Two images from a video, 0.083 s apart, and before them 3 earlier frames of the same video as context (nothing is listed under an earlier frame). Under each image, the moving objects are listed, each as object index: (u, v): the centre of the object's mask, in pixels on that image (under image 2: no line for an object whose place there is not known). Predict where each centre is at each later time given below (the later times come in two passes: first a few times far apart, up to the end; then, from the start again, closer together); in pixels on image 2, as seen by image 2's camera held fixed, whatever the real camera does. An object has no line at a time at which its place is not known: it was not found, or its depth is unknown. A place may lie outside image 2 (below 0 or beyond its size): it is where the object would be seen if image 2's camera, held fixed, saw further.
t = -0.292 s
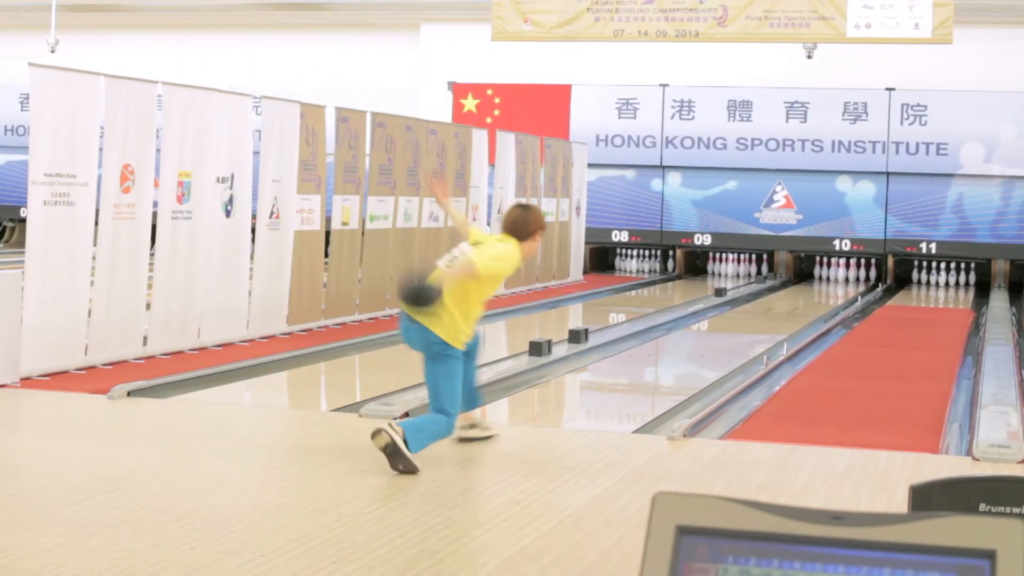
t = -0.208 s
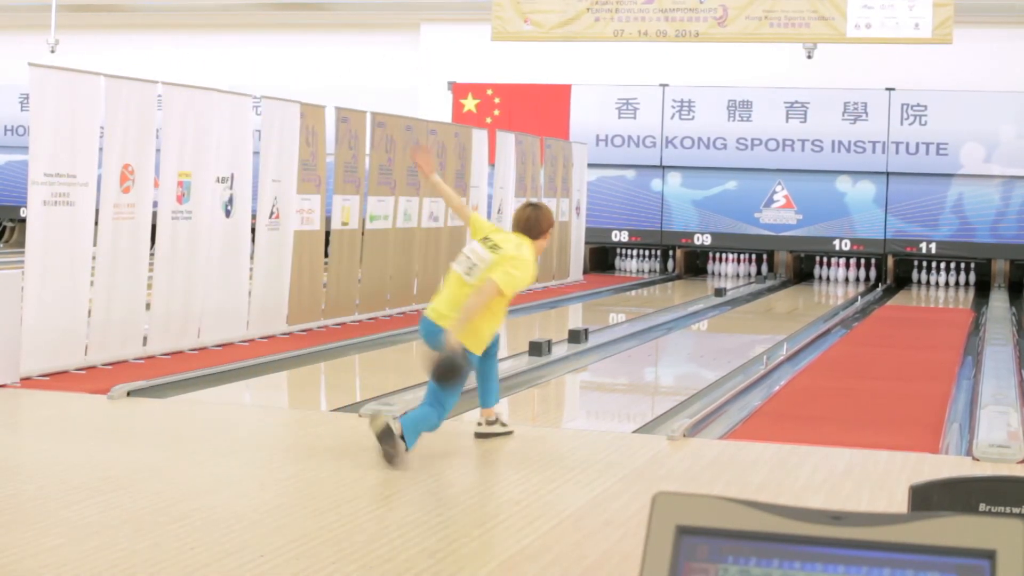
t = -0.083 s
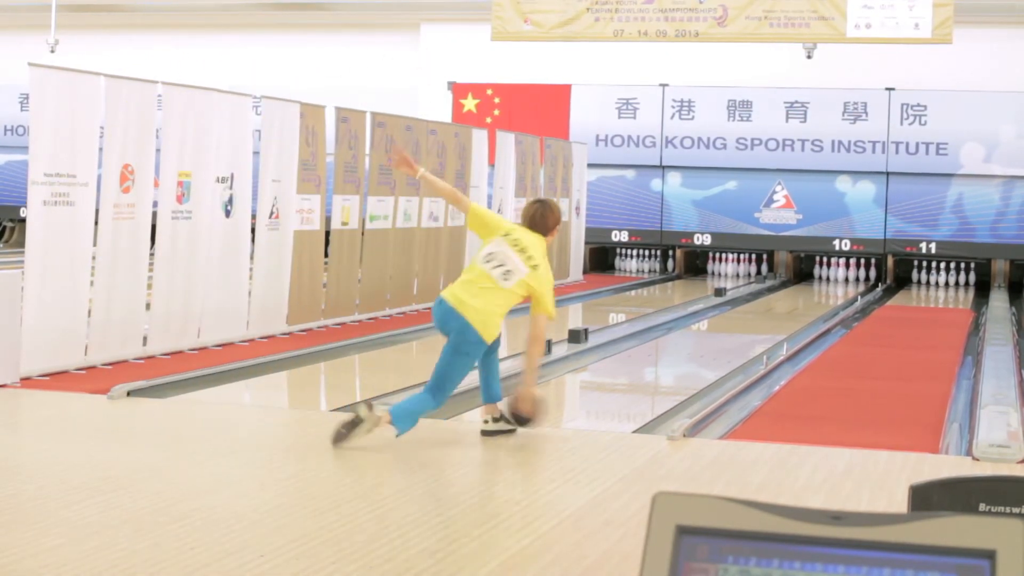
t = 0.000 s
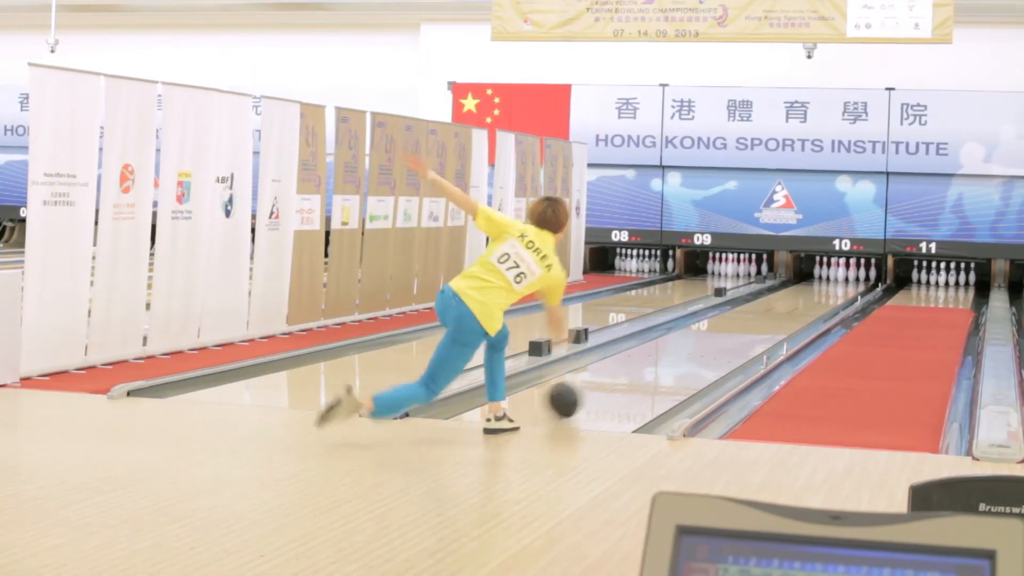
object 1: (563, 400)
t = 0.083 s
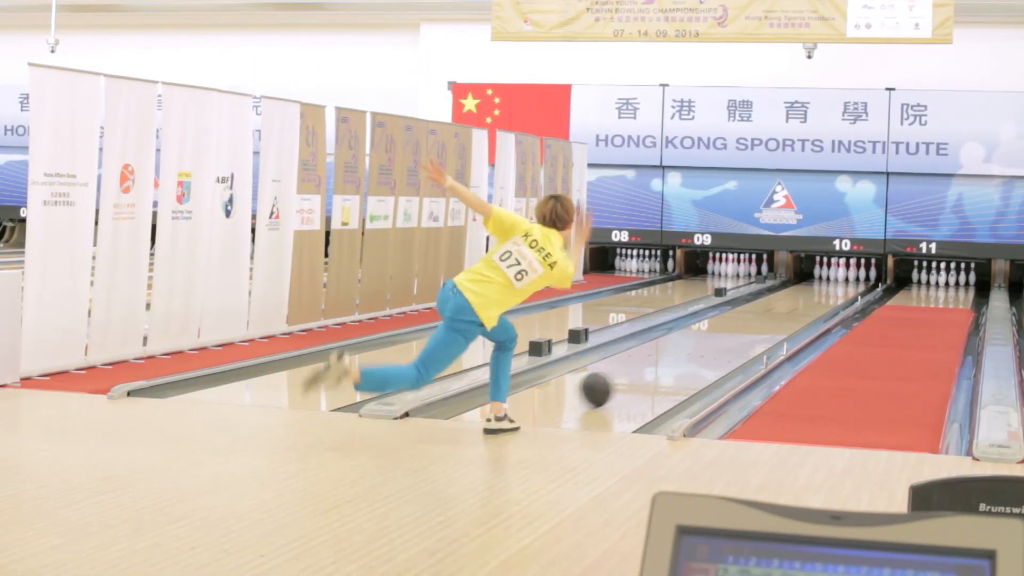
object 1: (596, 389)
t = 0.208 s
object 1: (637, 374)
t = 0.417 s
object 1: (692, 354)
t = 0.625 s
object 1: (734, 338)
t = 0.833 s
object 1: (767, 325)
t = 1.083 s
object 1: (797, 312)
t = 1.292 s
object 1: (815, 304)
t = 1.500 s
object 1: (829, 297)
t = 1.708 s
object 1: (838, 290)
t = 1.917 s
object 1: (844, 285)
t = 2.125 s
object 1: (847, 281)
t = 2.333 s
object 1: (846, 277)
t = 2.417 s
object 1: (848, 276)
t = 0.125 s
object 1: (611, 384)
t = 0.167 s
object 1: (624, 379)
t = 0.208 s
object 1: (637, 374)
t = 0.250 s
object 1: (649, 369)
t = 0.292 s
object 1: (661, 365)
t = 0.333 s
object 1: (672, 361)
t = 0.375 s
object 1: (683, 357)
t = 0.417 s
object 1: (692, 354)
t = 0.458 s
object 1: (701, 350)
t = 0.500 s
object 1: (710, 347)
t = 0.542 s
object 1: (719, 344)
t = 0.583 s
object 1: (726, 341)
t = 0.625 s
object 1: (734, 338)
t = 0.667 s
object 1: (741, 335)
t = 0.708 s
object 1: (748, 332)
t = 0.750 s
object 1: (754, 330)
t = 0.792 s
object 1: (761, 327)
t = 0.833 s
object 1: (767, 325)
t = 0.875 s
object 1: (772, 323)
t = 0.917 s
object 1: (778, 320)
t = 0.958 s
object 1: (783, 318)
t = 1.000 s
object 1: (788, 316)
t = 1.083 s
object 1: (797, 312)
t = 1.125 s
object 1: (801, 311)
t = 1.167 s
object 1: (805, 309)
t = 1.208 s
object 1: (809, 307)
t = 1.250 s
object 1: (812, 306)
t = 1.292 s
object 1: (815, 304)
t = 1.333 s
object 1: (819, 302)
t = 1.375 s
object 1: (821, 301)
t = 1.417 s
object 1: (824, 299)
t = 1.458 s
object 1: (827, 298)
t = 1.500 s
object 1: (829, 297)
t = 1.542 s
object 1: (831, 295)
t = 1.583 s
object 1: (833, 294)
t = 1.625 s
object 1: (835, 293)
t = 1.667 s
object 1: (837, 291)
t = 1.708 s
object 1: (838, 290)
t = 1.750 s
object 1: (840, 289)
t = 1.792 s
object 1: (841, 288)
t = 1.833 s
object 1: (842, 287)
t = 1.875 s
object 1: (843, 286)
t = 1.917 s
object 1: (844, 285)
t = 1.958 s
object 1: (845, 284)
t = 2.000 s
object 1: (845, 283)
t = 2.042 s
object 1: (846, 282)
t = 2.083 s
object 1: (847, 281)
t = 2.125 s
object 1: (847, 281)
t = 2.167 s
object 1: (847, 280)
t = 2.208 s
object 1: (847, 279)
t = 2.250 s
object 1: (847, 278)
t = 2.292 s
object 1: (846, 277)
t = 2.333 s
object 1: (846, 277)
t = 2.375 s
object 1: (847, 276)
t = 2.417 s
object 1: (848, 276)
